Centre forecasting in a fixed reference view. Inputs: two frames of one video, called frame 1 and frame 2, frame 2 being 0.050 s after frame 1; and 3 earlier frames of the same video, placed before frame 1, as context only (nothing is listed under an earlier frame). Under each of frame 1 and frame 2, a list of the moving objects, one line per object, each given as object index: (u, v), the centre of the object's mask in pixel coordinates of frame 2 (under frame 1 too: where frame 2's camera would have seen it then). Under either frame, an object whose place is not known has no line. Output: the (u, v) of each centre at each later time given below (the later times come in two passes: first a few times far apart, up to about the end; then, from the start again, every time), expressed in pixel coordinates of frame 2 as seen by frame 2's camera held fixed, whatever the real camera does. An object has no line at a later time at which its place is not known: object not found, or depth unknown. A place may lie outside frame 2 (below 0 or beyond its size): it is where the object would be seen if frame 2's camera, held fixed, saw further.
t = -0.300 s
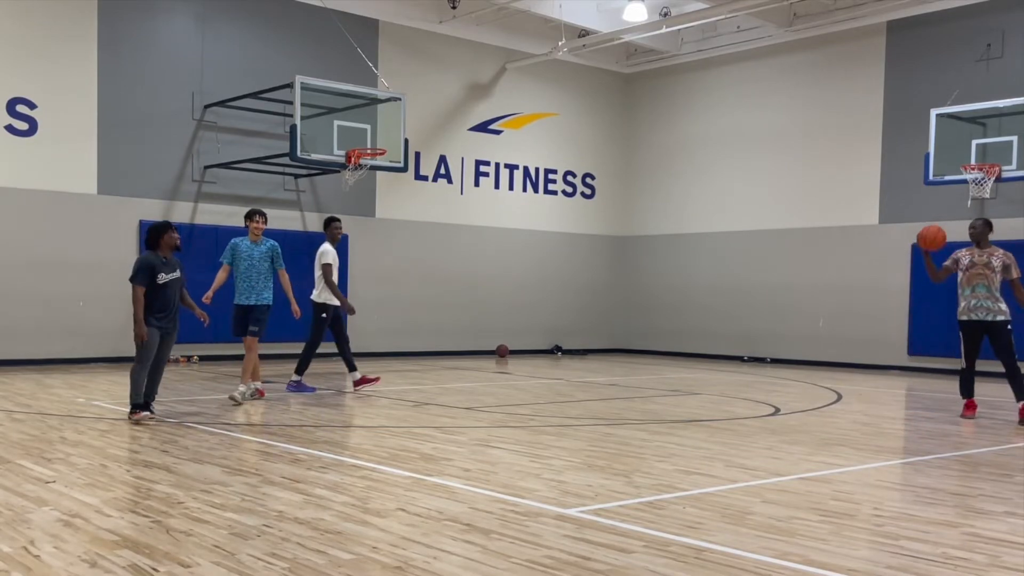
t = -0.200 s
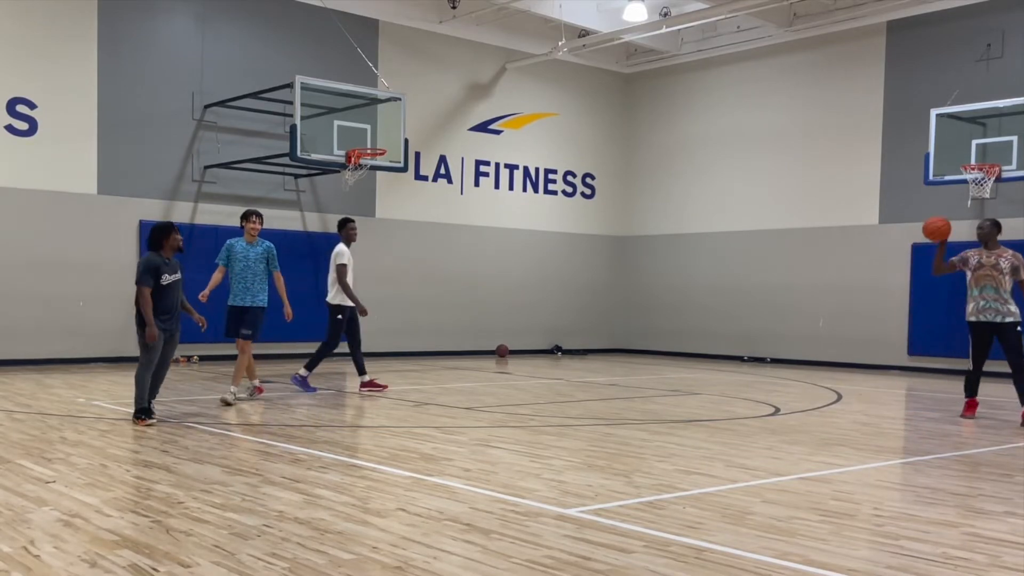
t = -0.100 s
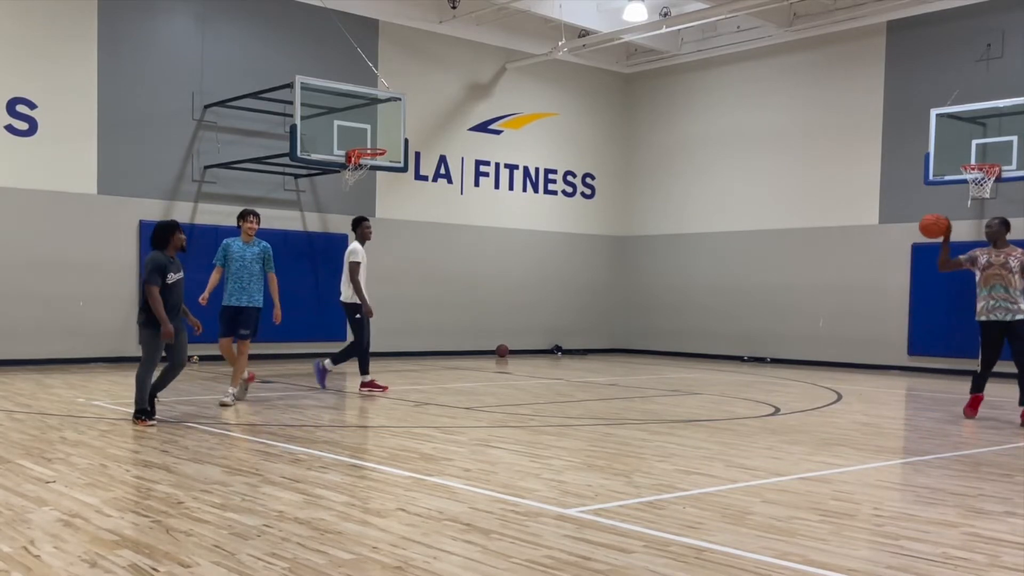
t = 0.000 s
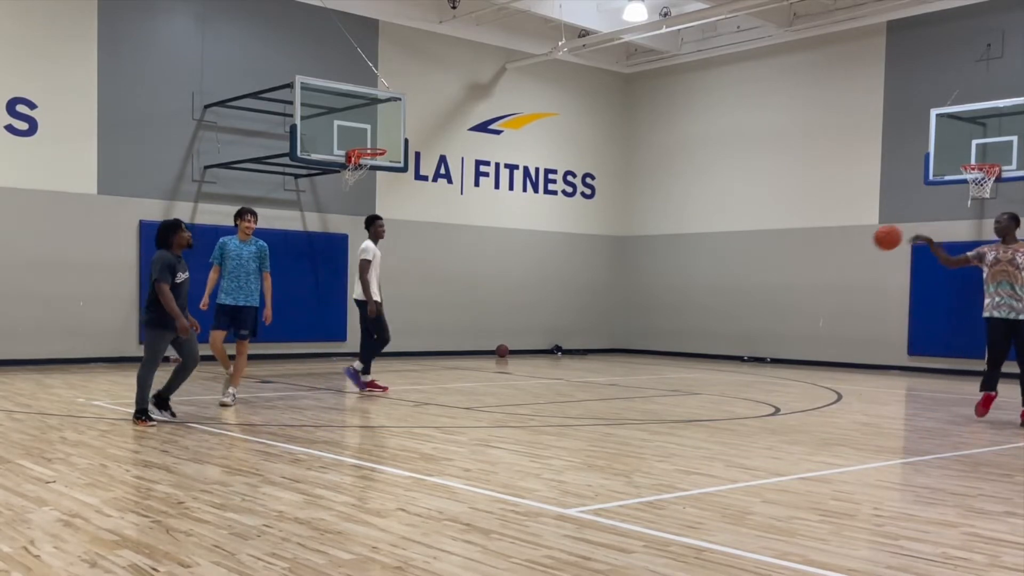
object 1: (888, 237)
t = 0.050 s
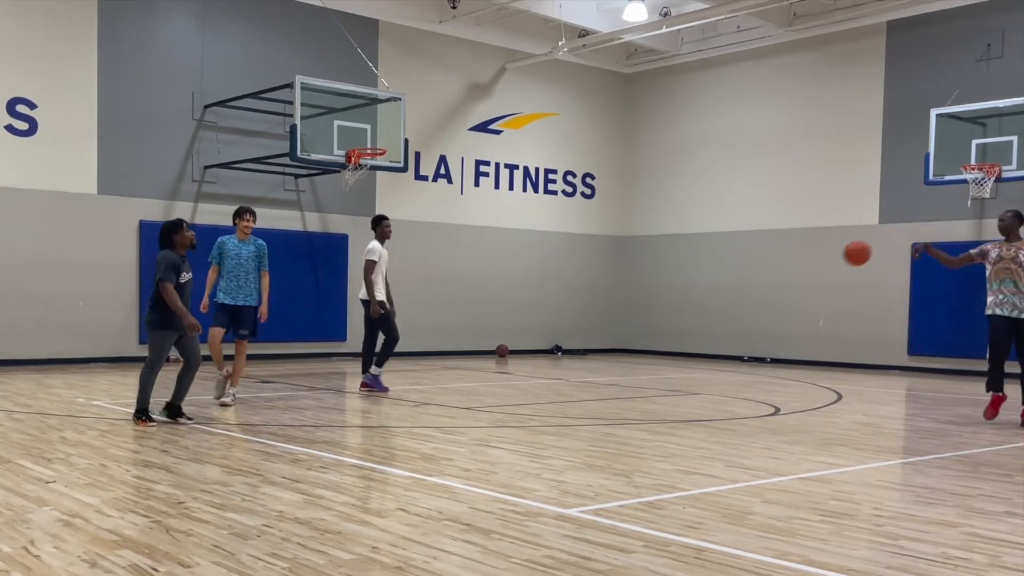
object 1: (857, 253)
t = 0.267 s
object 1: (731, 345)
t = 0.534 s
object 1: (645, 334)
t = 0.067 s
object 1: (847, 259)
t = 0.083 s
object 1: (837, 265)
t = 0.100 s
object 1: (827, 271)
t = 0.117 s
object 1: (817, 277)
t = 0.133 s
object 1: (807, 284)
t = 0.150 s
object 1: (798, 291)
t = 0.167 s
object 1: (788, 298)
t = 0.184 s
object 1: (778, 305)
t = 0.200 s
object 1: (769, 313)
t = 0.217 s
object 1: (760, 320)
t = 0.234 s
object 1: (750, 328)
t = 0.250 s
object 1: (740, 337)
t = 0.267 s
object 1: (731, 345)
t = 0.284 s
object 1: (722, 354)
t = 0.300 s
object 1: (712, 362)
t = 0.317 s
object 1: (703, 371)
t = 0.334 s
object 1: (694, 381)
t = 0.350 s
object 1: (685, 390)
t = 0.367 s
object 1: (678, 396)
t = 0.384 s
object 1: (674, 388)
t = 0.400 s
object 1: (671, 381)
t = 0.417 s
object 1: (668, 374)
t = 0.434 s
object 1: (665, 368)
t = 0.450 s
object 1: (661, 361)
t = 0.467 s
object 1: (659, 355)
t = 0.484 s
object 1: (655, 349)
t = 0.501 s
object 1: (652, 344)
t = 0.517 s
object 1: (649, 338)
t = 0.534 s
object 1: (645, 334)
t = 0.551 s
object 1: (642, 329)
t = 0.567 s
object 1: (639, 324)
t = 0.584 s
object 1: (636, 320)
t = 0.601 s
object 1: (632, 316)
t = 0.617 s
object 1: (629, 312)
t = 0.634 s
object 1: (626, 309)
